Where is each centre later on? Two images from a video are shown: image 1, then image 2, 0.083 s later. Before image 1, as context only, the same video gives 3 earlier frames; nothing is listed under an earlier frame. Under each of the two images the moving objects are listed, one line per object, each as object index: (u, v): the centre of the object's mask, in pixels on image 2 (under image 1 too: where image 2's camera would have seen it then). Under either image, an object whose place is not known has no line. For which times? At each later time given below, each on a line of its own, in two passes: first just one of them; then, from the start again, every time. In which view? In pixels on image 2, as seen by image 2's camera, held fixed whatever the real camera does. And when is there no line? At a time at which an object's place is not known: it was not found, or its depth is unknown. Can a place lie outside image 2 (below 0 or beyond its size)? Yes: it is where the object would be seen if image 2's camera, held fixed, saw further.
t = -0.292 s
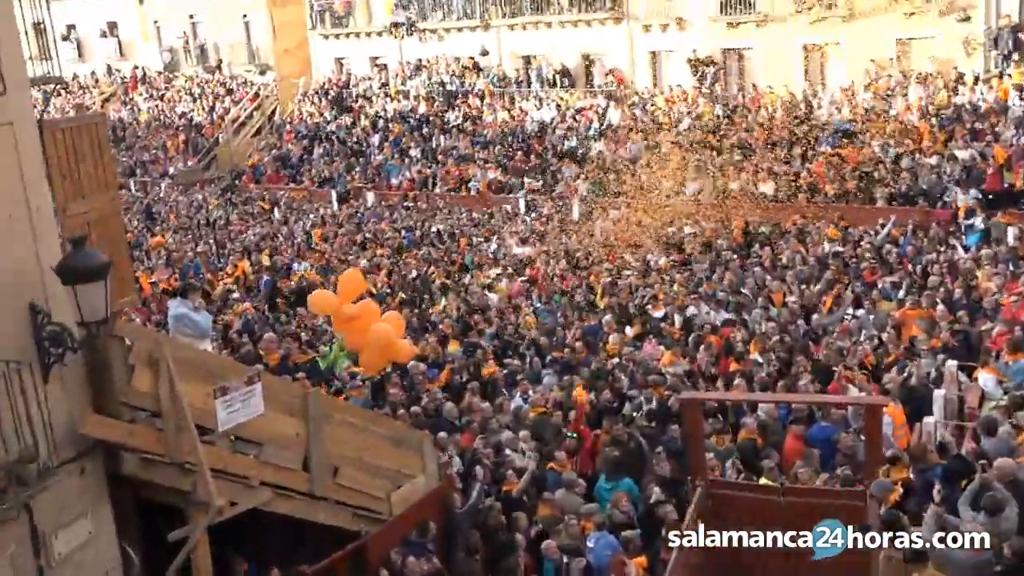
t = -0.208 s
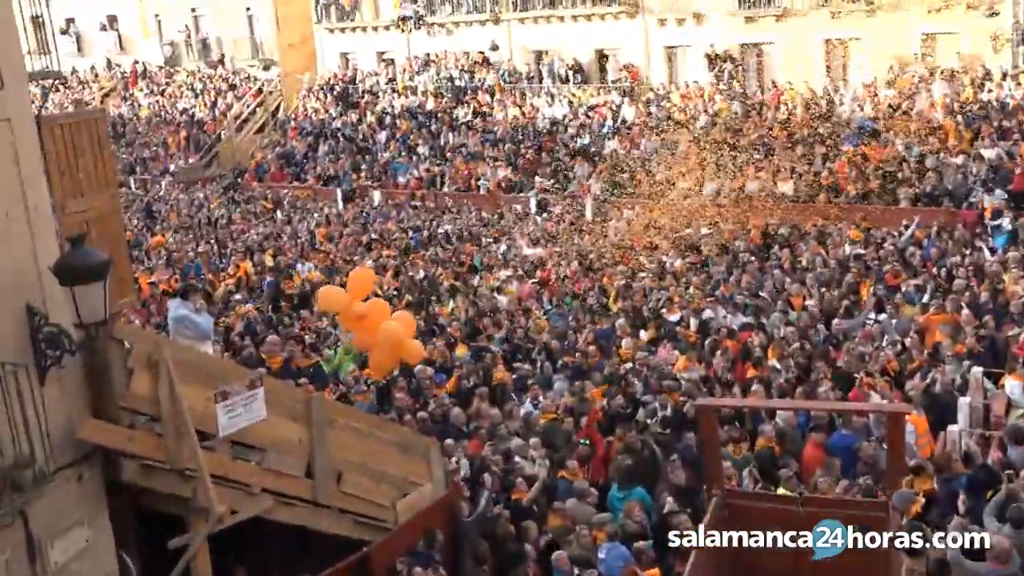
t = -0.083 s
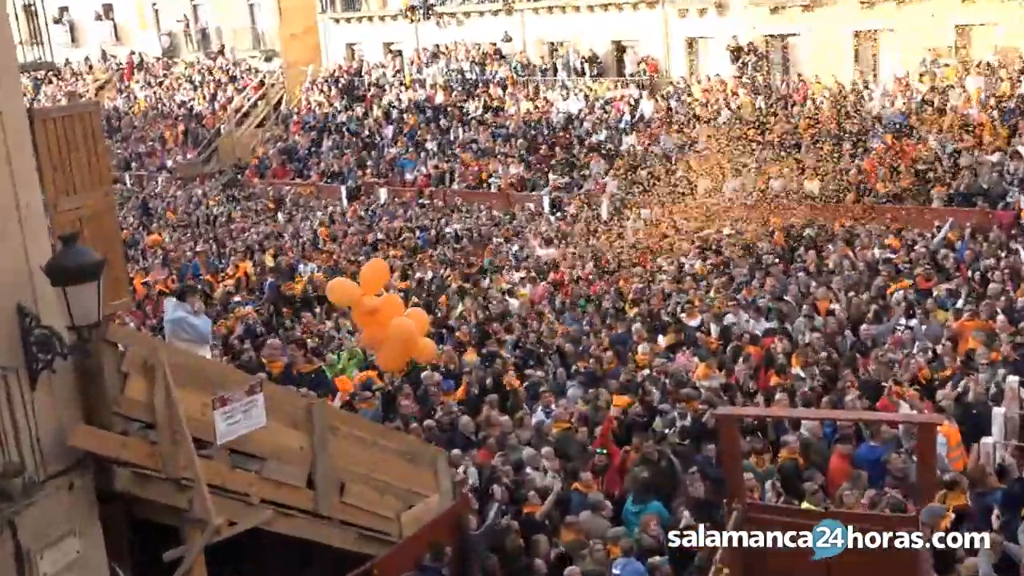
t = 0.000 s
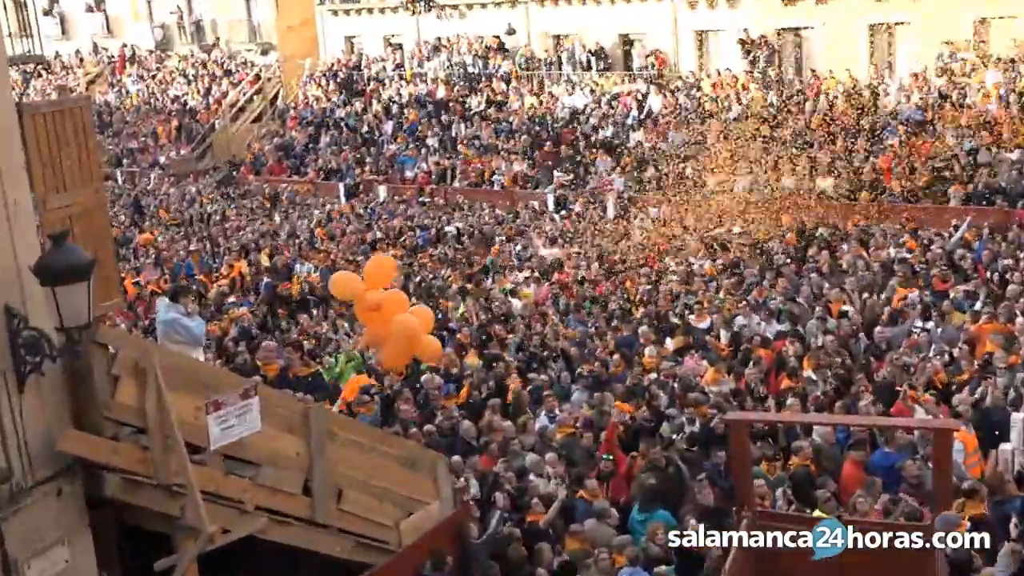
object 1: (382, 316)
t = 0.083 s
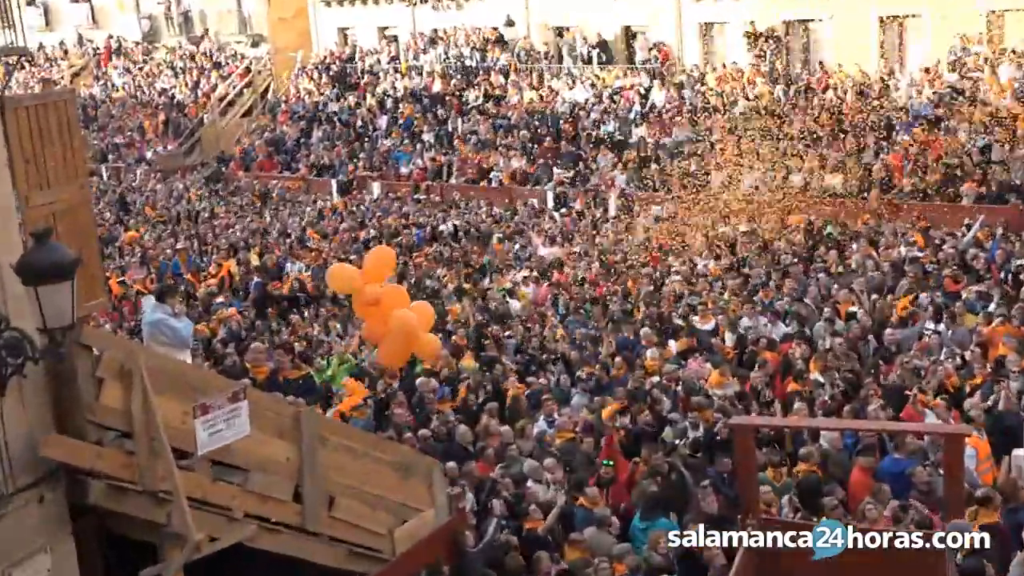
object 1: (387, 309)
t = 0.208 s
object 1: (394, 300)
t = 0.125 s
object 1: (389, 307)
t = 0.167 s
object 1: (391, 304)
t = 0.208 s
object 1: (394, 300)
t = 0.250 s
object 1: (396, 298)
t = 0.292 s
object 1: (399, 295)
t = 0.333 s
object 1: (401, 292)
